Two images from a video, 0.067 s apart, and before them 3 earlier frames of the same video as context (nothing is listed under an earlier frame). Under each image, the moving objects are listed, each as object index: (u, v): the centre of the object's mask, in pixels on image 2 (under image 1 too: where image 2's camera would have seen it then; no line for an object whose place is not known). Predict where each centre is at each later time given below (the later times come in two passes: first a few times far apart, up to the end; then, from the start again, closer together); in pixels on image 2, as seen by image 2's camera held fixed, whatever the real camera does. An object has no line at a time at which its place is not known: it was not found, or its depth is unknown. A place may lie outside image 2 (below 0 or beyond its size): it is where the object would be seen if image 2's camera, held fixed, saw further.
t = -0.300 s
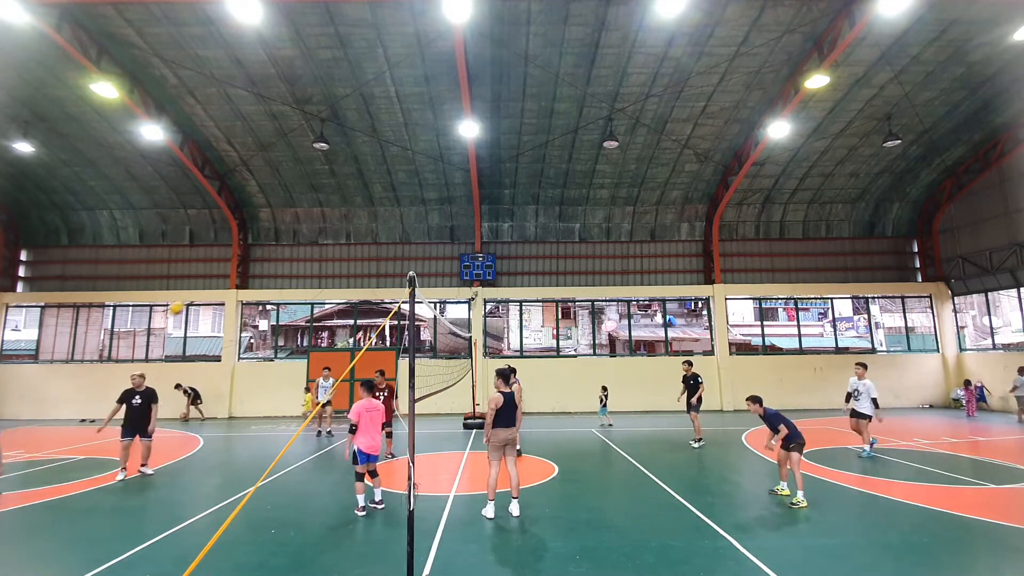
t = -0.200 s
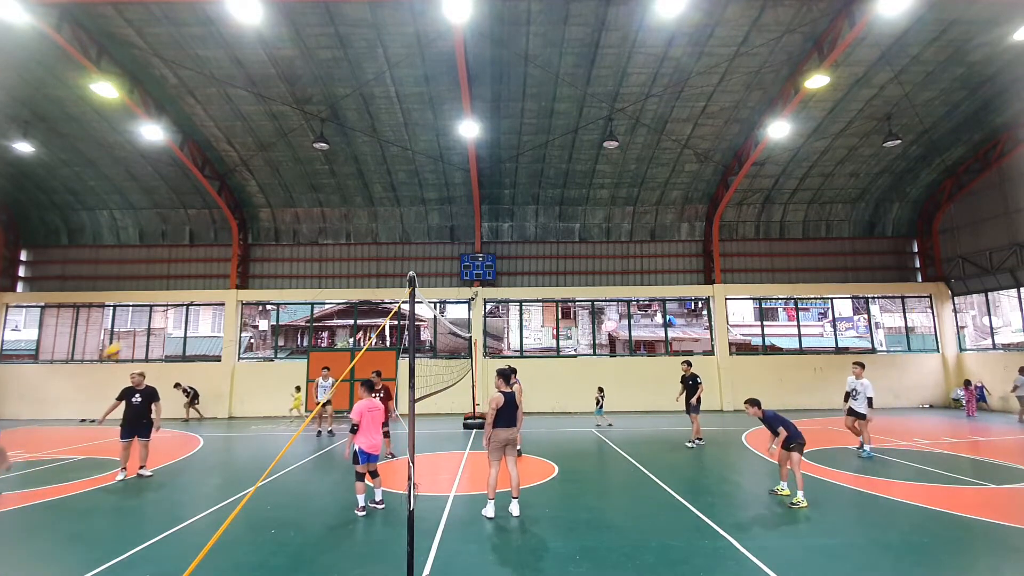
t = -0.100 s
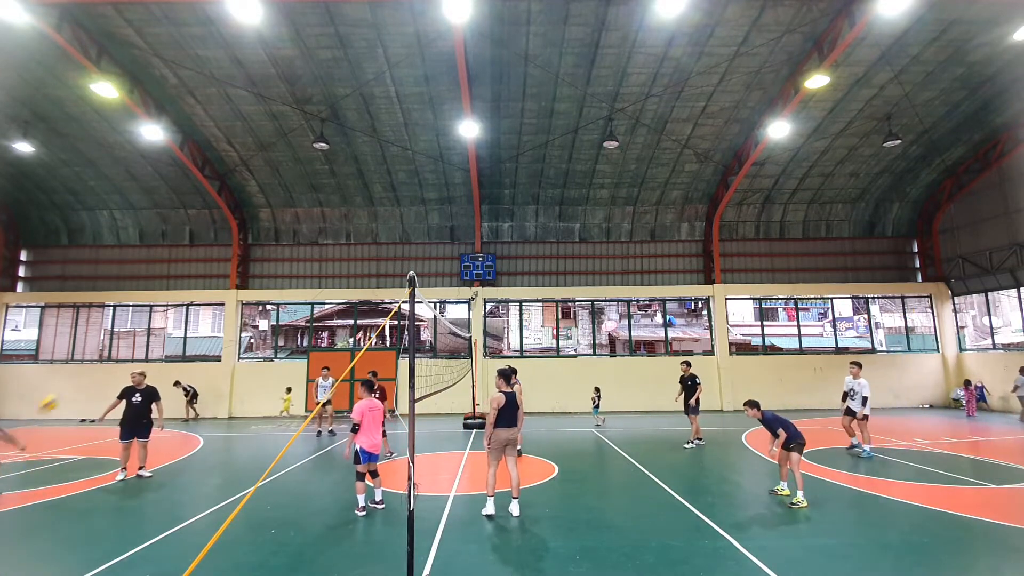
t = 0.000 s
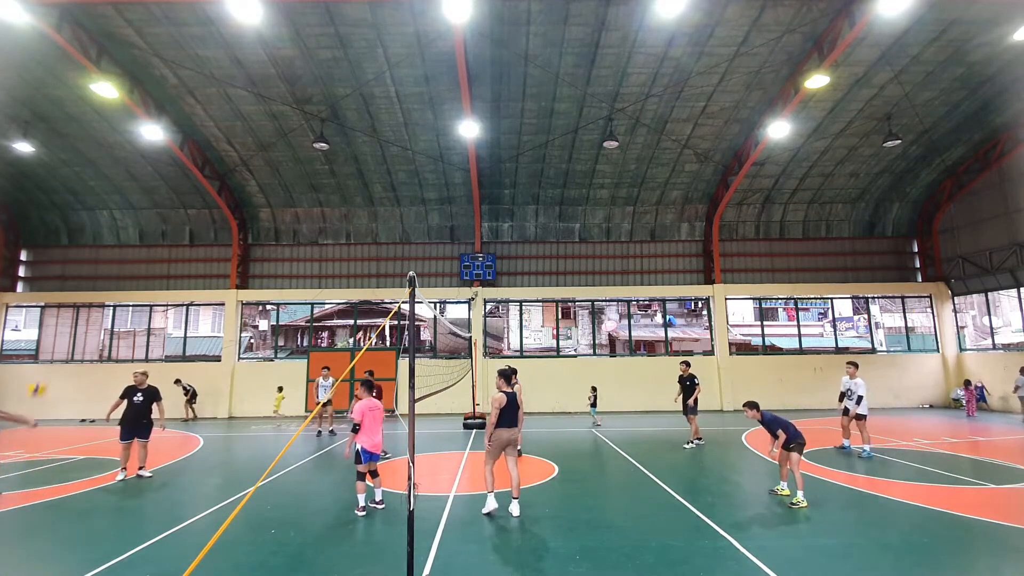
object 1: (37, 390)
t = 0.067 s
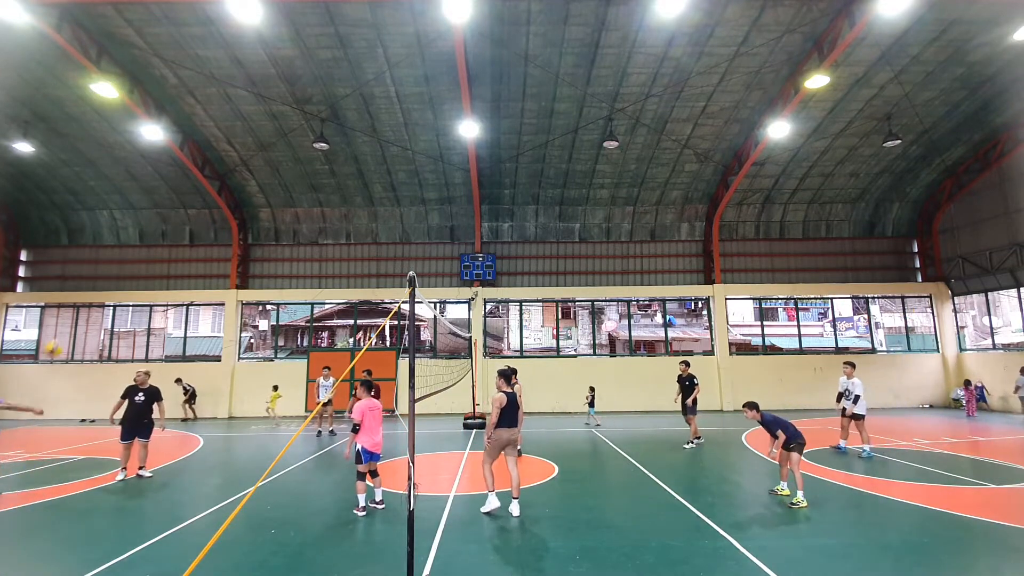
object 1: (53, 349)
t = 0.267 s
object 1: (97, 255)
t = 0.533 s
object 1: (147, 173)
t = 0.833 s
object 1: (197, 135)
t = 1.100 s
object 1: (238, 151)
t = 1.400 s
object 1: (283, 231)
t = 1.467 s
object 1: (293, 259)
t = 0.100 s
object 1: (60, 332)
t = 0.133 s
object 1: (69, 314)
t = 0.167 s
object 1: (76, 298)
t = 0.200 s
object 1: (83, 282)
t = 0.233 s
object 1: (90, 269)
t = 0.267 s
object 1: (97, 255)
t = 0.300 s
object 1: (104, 242)
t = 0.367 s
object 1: (117, 219)
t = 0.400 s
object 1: (124, 208)
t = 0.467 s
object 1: (136, 189)
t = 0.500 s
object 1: (142, 180)
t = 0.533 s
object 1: (147, 173)
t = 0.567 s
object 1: (153, 166)
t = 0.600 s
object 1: (158, 160)
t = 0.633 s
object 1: (164, 154)
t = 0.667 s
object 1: (170, 150)
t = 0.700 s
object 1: (176, 145)
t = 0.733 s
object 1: (181, 141)
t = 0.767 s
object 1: (186, 139)
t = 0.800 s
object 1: (191, 137)
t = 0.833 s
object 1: (197, 135)
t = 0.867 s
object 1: (202, 135)
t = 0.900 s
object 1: (207, 135)
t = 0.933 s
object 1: (212, 136)
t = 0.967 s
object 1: (218, 137)
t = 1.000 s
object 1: (223, 140)
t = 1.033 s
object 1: (228, 143)
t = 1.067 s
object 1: (233, 147)
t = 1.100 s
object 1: (238, 151)
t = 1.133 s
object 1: (243, 157)
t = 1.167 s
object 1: (248, 163)
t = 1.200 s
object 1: (253, 170)
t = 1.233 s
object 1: (258, 178)
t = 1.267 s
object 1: (263, 187)
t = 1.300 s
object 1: (268, 197)
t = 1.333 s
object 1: (273, 207)
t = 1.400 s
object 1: (283, 231)
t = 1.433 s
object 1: (288, 245)
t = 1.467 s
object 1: (293, 259)
